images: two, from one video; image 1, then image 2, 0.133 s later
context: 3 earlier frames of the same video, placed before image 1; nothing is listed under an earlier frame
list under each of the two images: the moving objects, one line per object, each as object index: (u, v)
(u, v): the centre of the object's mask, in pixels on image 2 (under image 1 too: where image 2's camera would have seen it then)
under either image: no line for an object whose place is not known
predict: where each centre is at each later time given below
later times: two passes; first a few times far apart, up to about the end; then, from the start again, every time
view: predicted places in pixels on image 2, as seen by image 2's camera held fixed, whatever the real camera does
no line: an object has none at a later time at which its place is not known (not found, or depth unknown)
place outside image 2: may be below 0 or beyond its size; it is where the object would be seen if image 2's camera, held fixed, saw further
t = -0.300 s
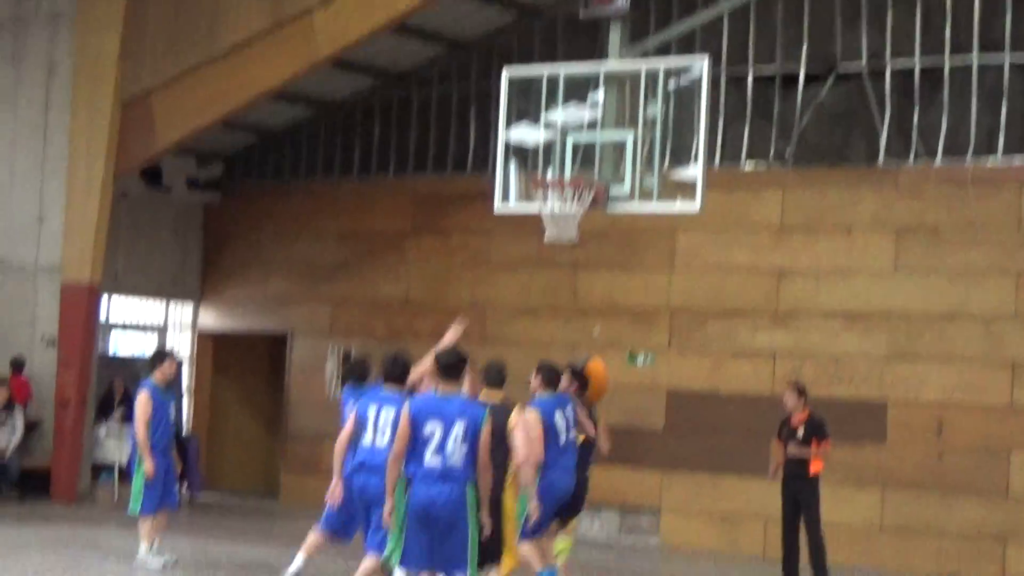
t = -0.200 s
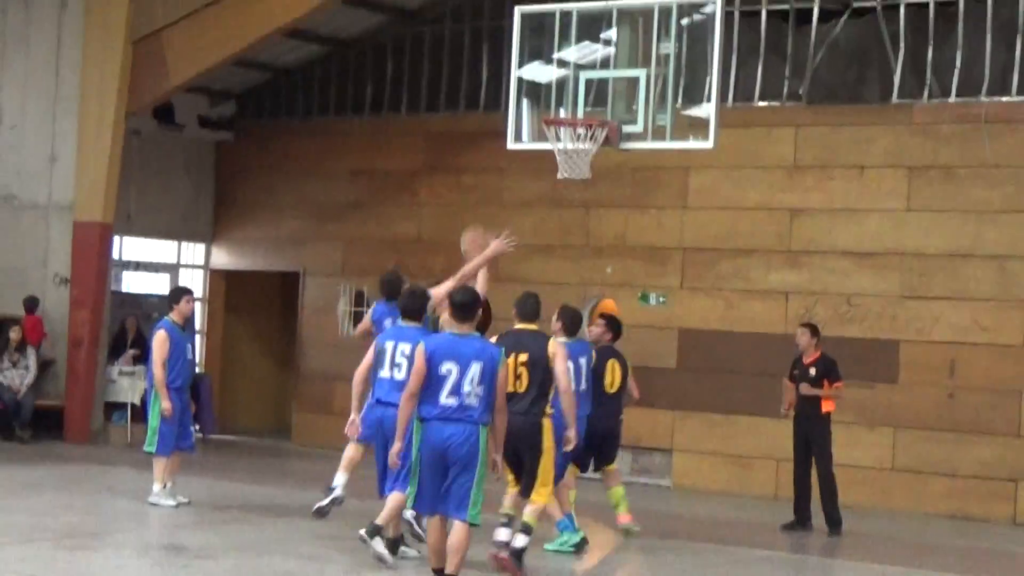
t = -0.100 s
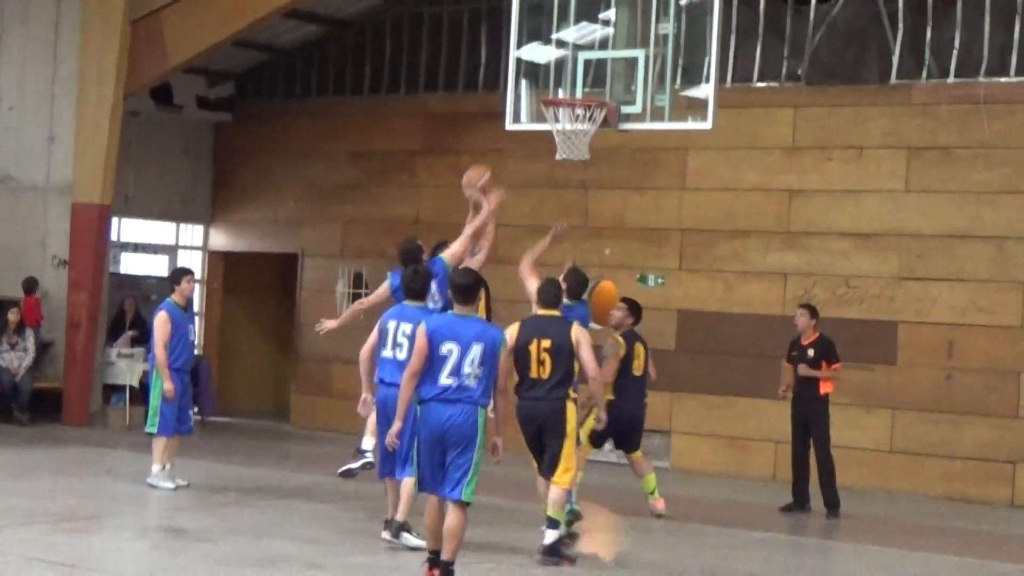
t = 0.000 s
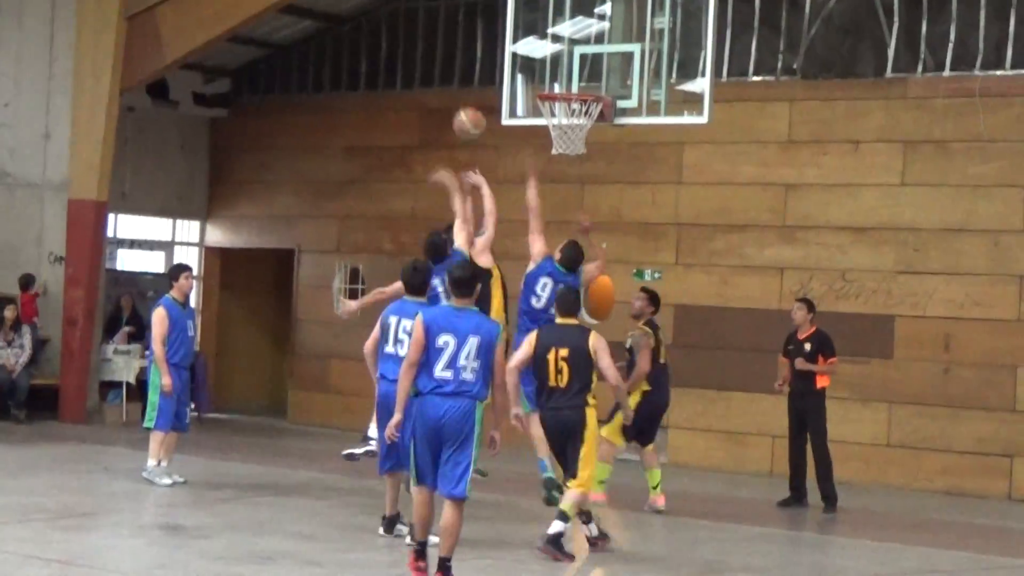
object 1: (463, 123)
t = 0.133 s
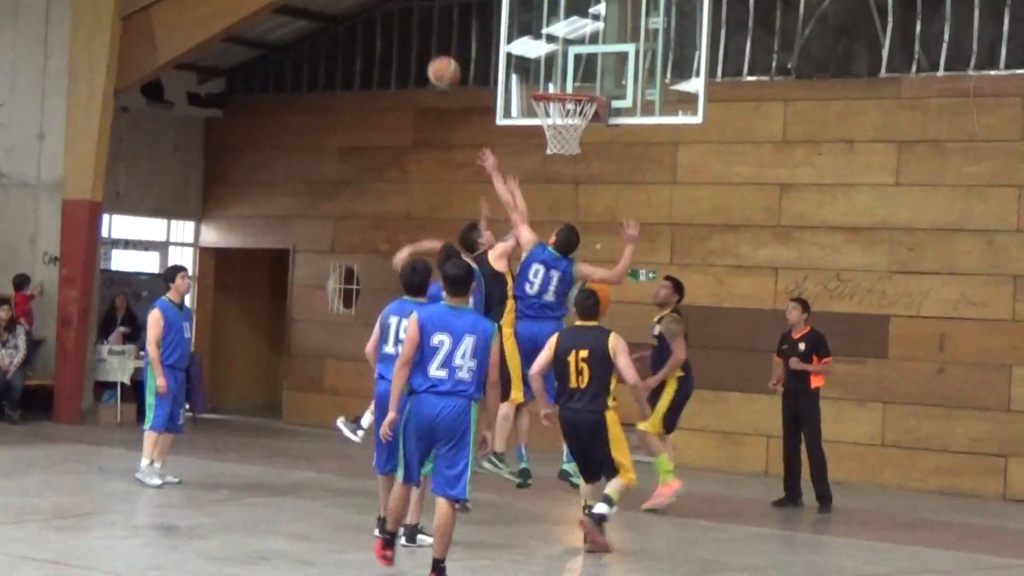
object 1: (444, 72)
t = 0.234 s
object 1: (429, 49)
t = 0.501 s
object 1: (385, 50)
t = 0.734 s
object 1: (344, 124)
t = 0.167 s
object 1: (439, 63)
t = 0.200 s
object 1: (434, 55)
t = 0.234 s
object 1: (429, 49)
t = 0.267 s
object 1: (424, 45)
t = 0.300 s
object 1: (418, 40)
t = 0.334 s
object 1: (413, 39)
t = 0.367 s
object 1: (407, 39)
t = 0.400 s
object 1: (403, 40)
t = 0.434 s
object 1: (396, 42)
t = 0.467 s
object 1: (391, 45)
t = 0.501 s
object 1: (385, 50)
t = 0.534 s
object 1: (379, 57)
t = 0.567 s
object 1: (374, 65)
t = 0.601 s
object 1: (368, 74)
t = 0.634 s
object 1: (363, 84)
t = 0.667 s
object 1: (357, 97)
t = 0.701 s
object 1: (351, 110)
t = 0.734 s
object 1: (344, 124)
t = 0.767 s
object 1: (339, 140)
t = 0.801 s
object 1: (332, 156)
